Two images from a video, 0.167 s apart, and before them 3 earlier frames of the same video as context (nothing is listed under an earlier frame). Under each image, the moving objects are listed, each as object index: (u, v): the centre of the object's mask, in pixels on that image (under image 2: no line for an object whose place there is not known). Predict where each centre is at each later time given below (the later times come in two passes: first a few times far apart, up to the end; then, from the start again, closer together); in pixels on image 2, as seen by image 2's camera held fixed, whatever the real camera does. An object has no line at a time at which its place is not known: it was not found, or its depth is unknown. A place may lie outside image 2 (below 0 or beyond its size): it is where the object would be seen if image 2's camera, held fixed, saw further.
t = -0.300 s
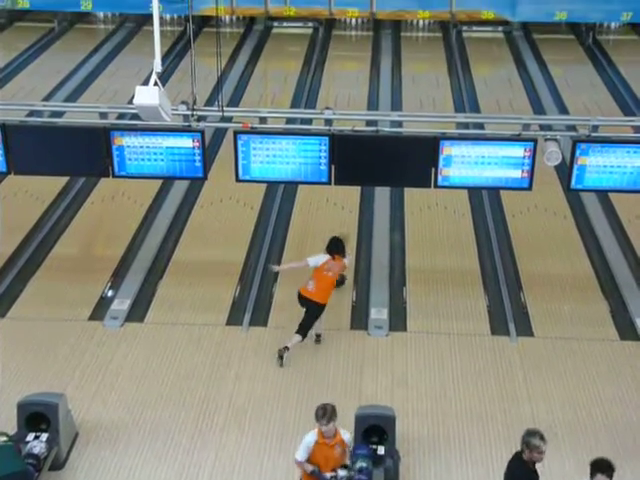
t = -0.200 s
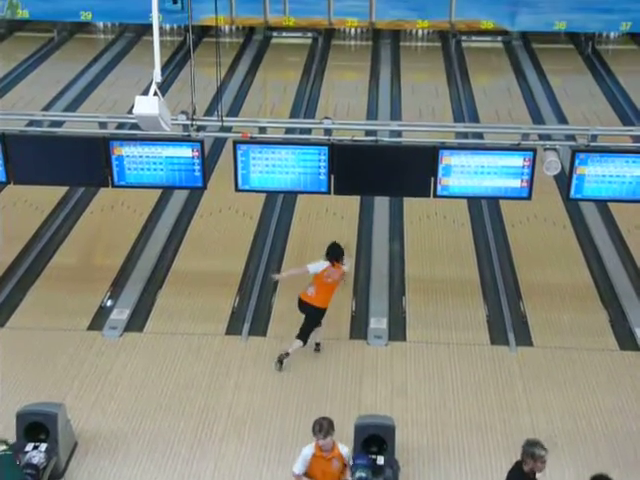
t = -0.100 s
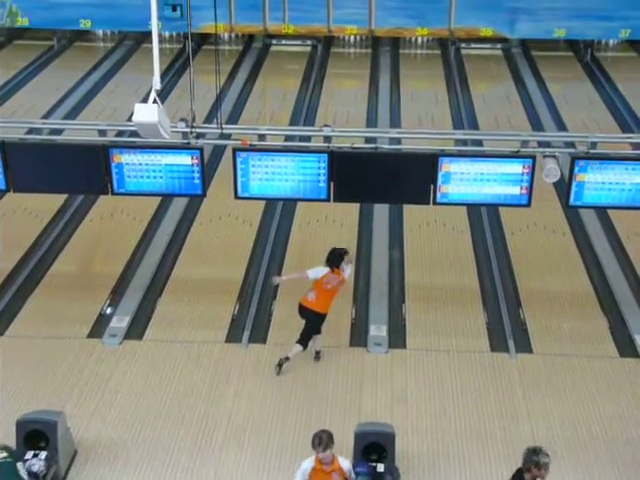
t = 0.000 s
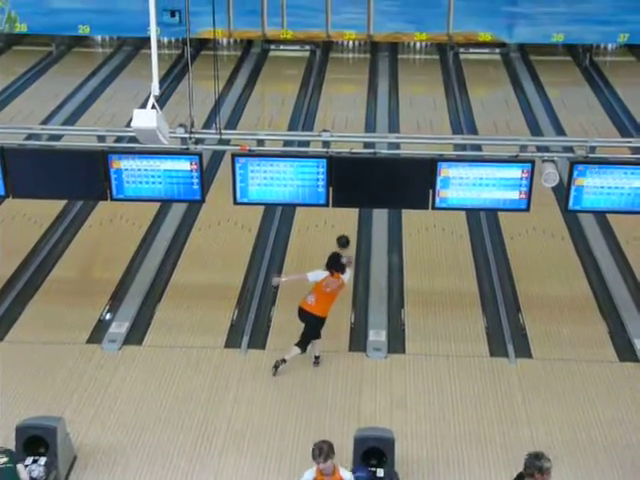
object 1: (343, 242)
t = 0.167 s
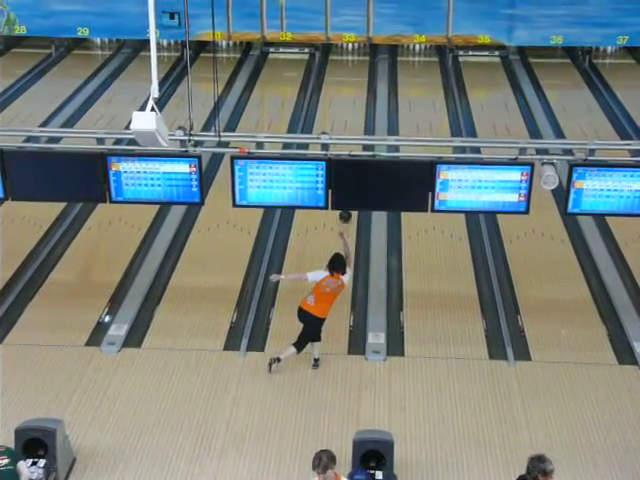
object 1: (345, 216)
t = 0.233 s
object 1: (346, 211)
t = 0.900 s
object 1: (353, 125)
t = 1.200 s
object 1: (355, 98)
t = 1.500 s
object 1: (356, 74)
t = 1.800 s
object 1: (356, 54)
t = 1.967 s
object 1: (354, 47)
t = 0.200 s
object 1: (345, 213)
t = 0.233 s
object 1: (346, 211)
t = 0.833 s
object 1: (352, 130)
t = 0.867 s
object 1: (352, 128)
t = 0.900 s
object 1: (353, 125)
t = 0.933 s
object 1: (353, 121)
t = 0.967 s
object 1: (353, 118)
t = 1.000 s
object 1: (354, 115)
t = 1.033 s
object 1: (354, 112)
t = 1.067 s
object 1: (355, 109)
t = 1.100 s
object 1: (355, 106)
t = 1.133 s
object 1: (355, 103)
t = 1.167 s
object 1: (355, 100)
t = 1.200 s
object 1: (355, 98)
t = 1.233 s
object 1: (355, 94)
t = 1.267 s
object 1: (355, 92)
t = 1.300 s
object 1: (355, 89)
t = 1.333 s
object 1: (356, 87)
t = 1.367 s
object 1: (356, 85)
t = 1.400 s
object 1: (356, 82)
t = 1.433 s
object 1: (356, 79)
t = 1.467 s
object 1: (356, 77)
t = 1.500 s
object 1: (356, 74)
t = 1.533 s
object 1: (356, 72)
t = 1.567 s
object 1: (356, 70)
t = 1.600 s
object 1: (356, 68)
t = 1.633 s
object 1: (356, 65)
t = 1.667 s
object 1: (356, 63)
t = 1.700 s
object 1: (356, 60)
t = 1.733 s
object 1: (355, 59)
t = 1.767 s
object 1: (356, 56)
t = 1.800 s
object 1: (356, 54)
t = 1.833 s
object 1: (356, 52)
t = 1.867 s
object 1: (355, 51)
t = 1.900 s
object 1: (355, 51)
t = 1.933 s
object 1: (354, 50)
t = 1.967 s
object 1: (354, 47)
